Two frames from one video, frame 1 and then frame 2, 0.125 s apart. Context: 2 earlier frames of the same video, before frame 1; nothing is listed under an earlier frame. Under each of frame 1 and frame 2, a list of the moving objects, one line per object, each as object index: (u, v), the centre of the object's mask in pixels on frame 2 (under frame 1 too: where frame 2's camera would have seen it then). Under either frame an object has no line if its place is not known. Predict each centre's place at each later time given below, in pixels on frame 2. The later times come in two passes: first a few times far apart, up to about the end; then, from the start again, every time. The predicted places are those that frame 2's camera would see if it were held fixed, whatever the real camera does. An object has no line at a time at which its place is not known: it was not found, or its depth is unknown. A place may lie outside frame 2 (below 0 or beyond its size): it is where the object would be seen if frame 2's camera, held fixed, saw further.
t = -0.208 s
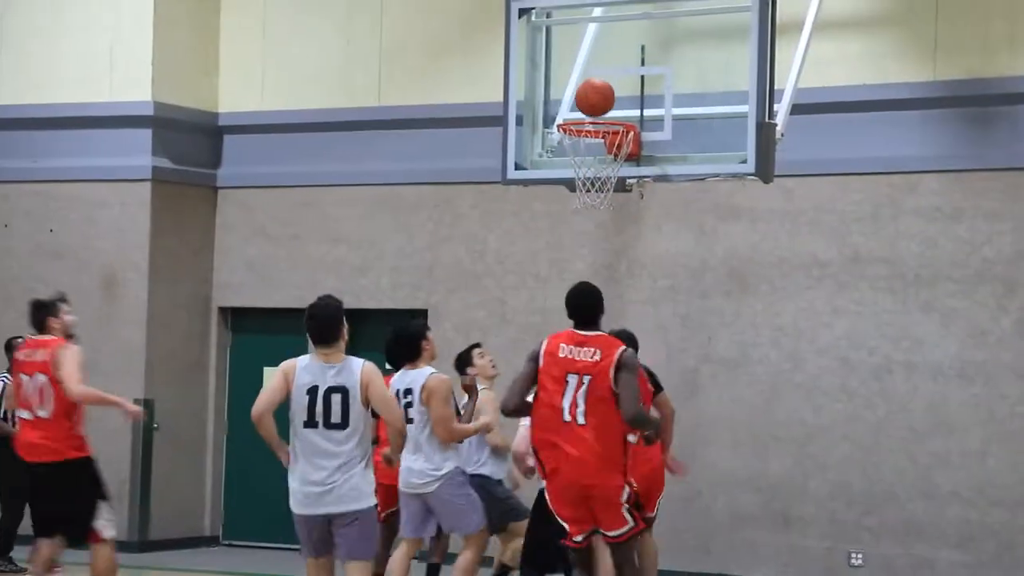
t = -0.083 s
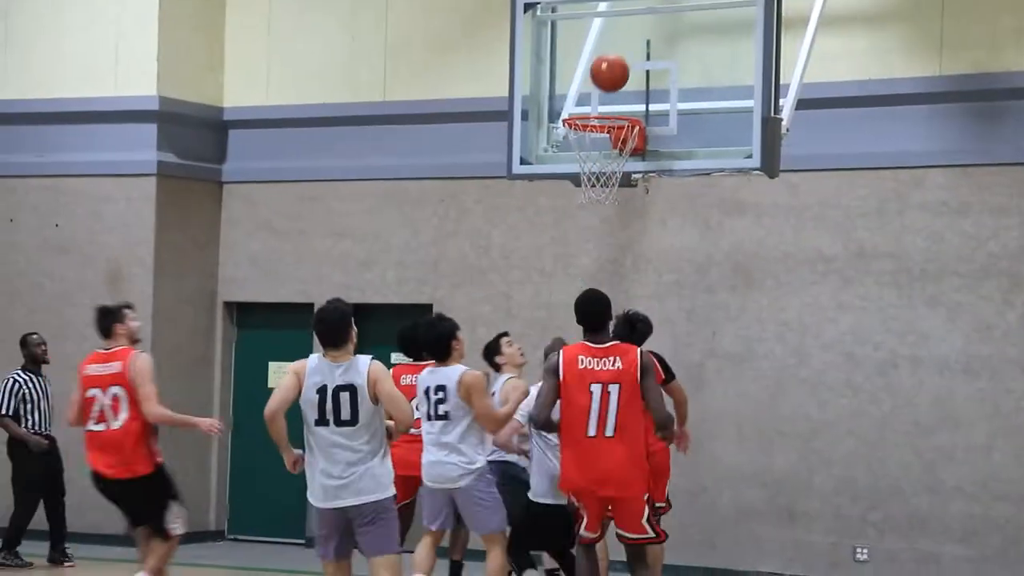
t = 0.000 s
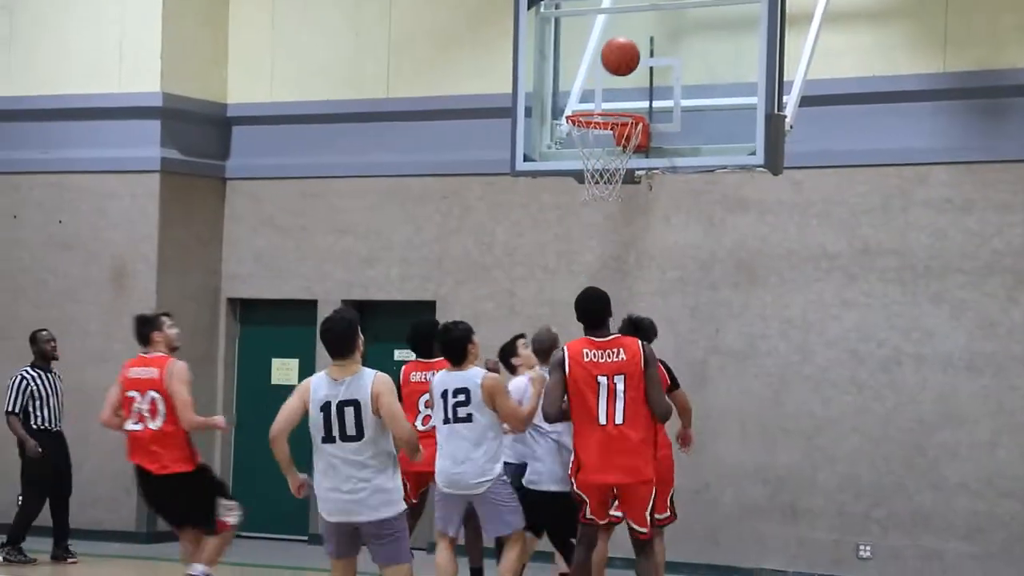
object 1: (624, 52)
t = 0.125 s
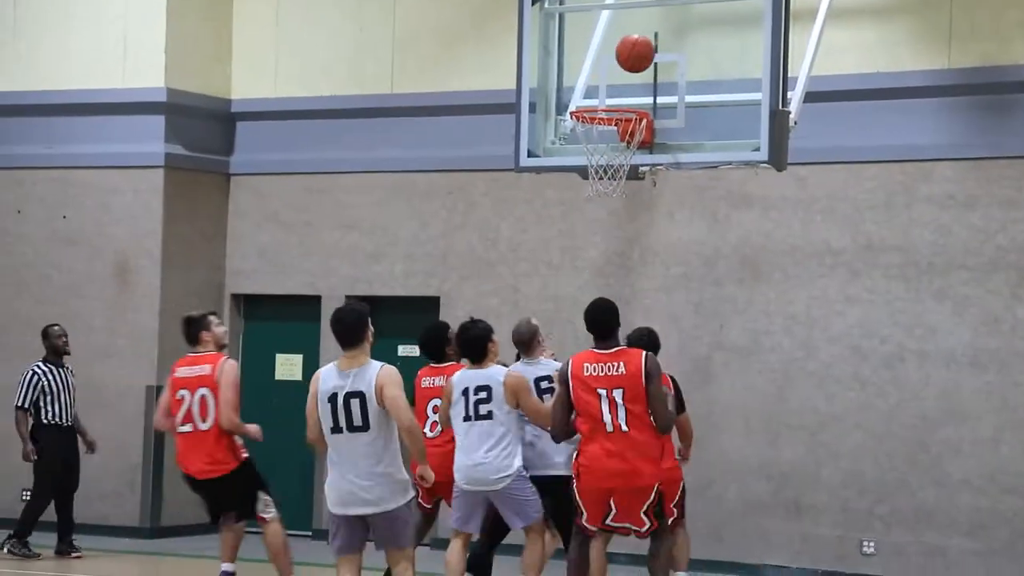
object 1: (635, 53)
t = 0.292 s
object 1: (647, 93)
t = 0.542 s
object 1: (648, 62)
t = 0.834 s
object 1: (621, 131)
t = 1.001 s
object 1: (605, 200)
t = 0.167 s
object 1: (638, 59)
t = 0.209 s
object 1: (641, 67)
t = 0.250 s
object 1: (644, 78)
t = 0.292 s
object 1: (647, 93)
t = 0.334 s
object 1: (649, 88)
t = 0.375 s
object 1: (652, 78)
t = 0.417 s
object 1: (654, 71)
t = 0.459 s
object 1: (654, 66)
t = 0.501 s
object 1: (651, 63)
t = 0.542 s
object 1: (648, 62)
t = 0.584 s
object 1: (644, 63)
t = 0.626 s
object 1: (640, 67)
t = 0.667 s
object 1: (636, 74)
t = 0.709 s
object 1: (633, 84)
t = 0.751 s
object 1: (629, 94)
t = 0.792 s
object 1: (625, 102)
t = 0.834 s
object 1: (621, 131)
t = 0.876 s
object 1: (616, 149)
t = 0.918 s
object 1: (612, 166)
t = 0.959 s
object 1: (609, 182)
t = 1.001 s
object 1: (605, 200)
